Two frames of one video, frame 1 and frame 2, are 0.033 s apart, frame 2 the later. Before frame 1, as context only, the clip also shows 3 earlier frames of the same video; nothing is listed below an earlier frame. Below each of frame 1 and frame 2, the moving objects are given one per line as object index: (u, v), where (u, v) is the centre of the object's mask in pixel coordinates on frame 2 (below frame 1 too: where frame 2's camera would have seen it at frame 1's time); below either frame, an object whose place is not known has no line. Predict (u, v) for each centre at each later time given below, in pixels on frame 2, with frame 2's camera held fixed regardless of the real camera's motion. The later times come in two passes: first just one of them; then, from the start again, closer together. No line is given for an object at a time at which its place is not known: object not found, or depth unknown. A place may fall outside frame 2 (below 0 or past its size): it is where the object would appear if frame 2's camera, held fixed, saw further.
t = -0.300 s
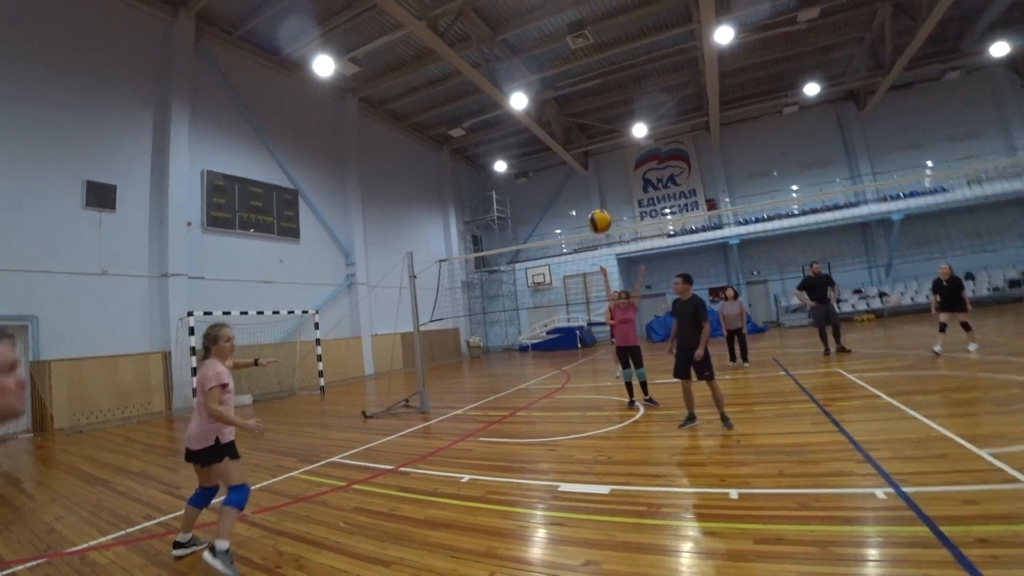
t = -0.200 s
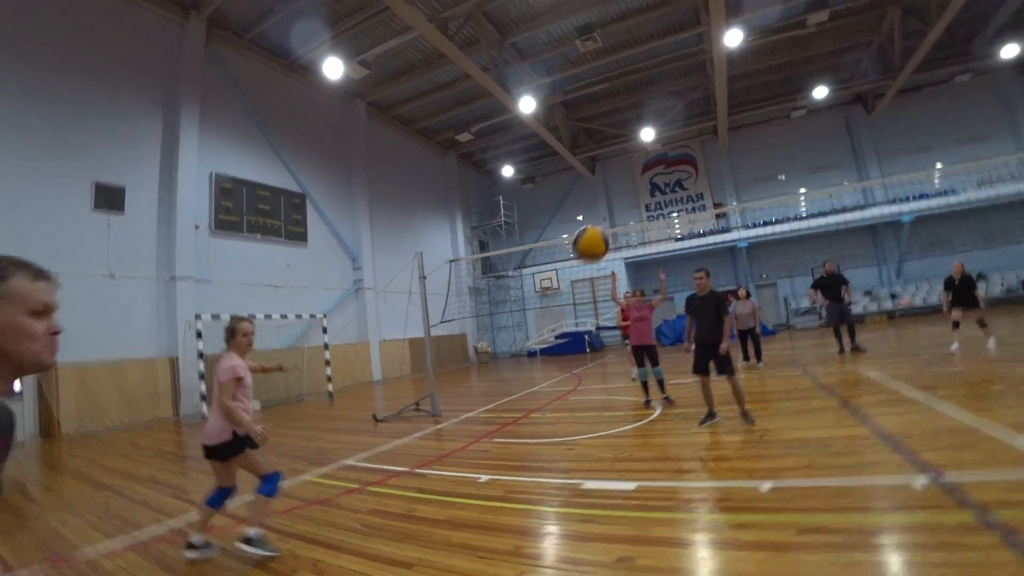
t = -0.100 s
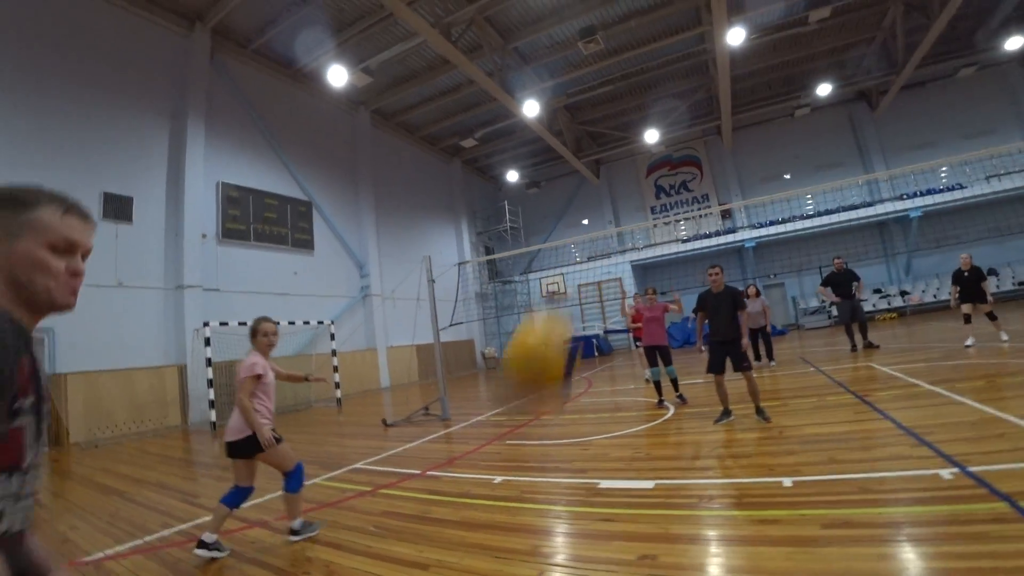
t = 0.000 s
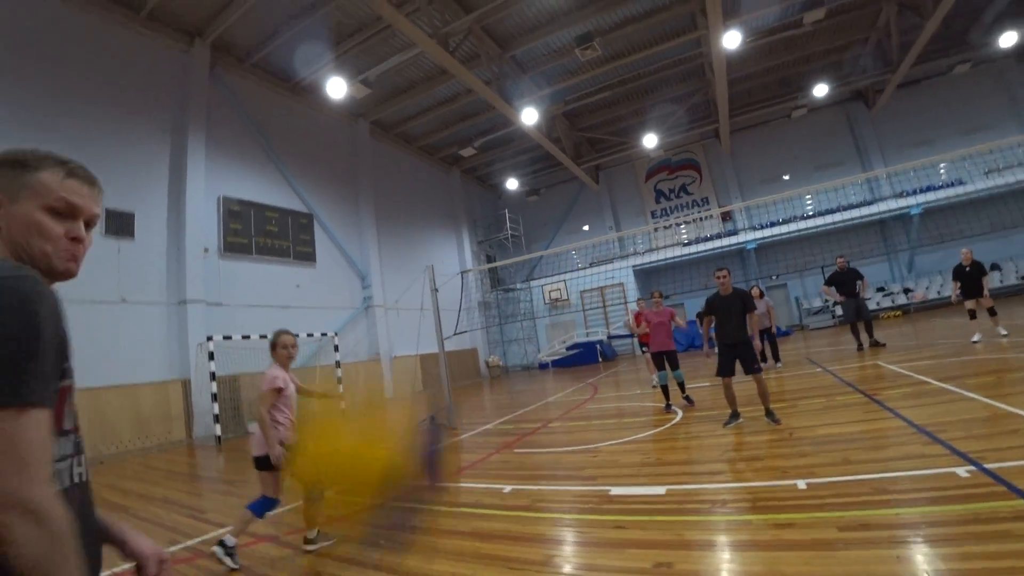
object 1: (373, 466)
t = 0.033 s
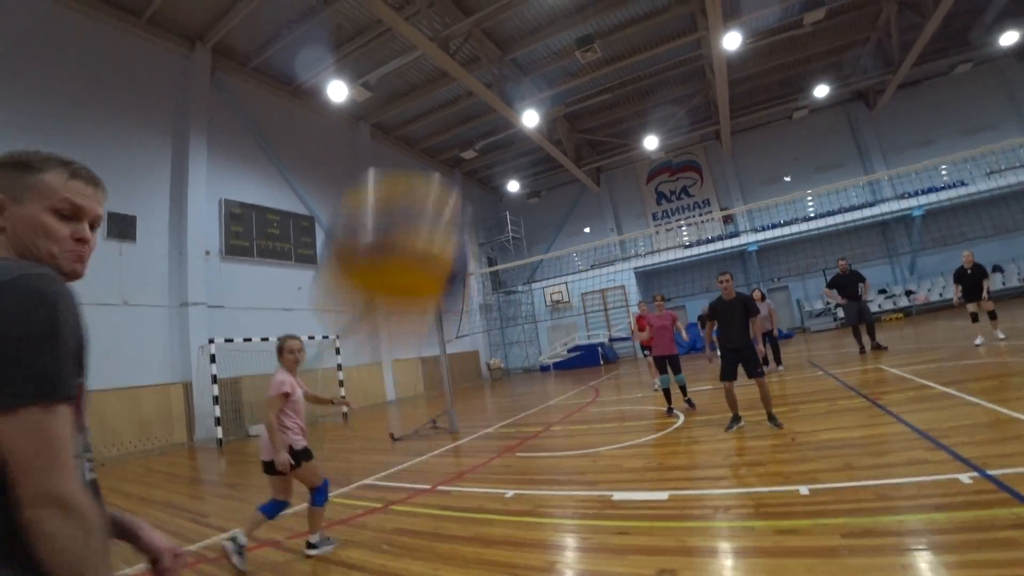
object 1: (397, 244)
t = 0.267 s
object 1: (482, -140)
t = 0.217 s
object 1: (476, -79)
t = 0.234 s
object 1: (475, -108)
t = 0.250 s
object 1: (472, -134)
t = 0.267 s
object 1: (482, -140)
